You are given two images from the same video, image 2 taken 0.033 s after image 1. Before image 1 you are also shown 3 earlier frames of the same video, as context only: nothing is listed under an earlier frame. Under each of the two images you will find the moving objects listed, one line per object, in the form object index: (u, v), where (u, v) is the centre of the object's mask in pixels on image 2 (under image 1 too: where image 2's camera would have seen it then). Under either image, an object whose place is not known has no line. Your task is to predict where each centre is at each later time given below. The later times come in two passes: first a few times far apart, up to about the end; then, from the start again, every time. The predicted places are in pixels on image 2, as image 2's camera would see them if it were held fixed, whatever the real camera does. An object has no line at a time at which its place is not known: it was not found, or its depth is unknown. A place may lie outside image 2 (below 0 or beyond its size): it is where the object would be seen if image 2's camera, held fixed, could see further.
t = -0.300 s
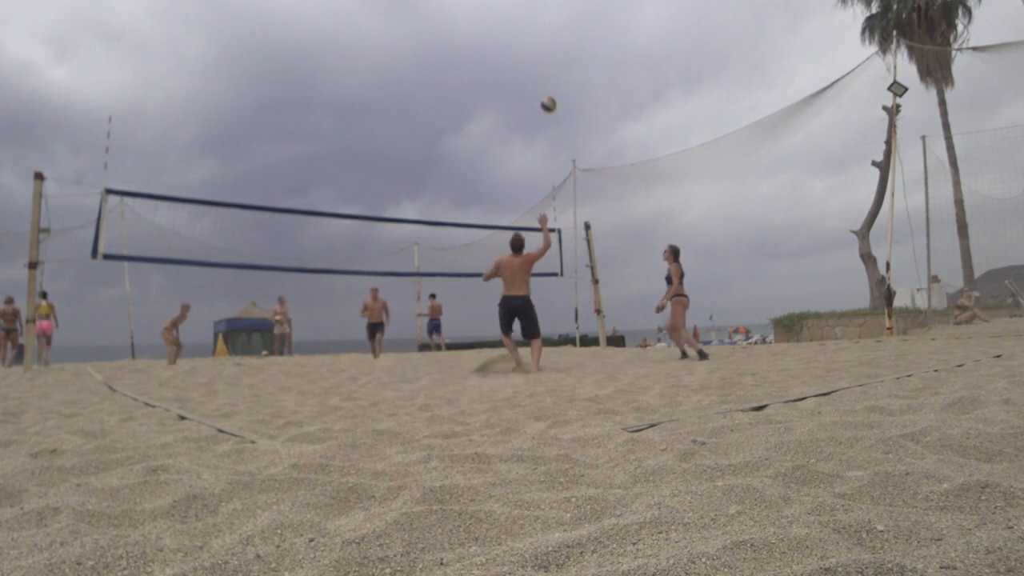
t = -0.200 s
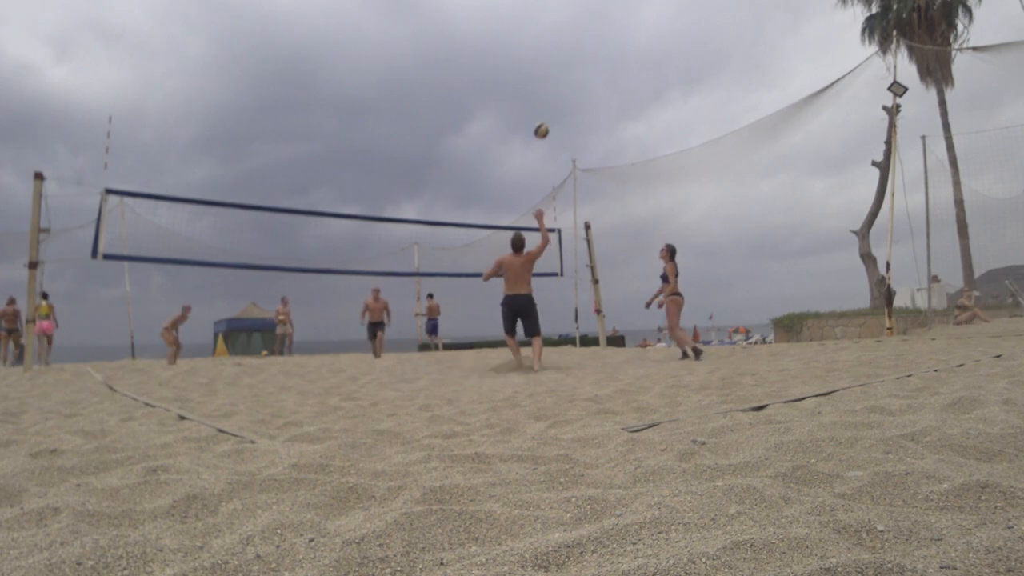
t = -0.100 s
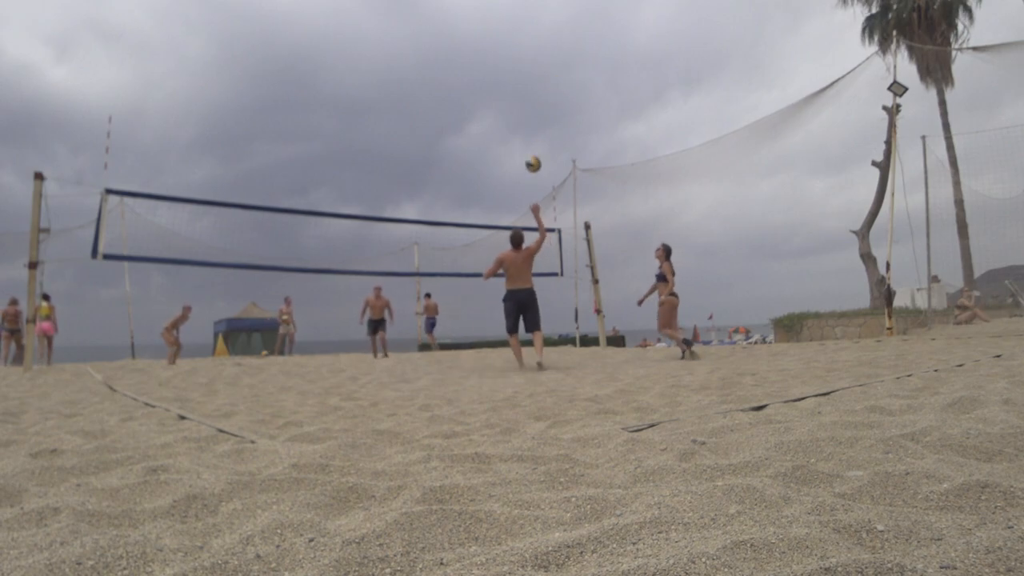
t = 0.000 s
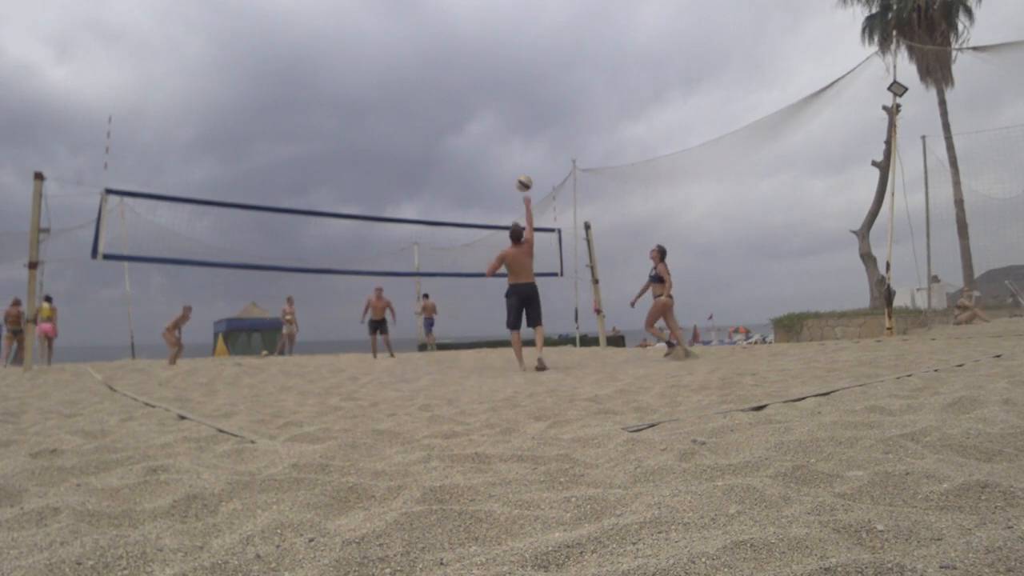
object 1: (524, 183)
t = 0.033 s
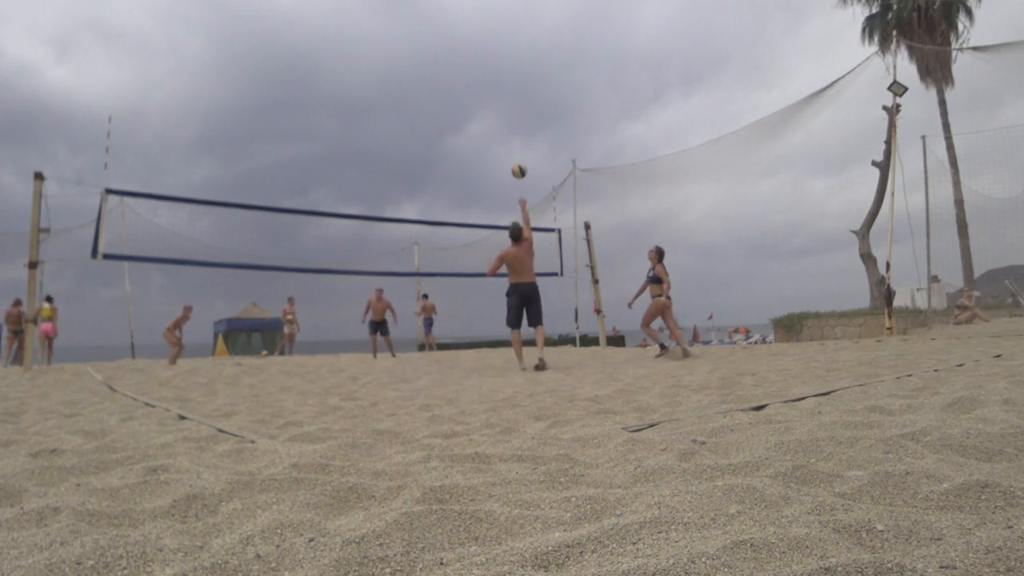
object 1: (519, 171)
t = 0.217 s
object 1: (497, 125)
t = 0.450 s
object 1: (476, 107)
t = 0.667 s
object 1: (461, 118)
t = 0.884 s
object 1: (450, 146)
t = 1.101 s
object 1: (440, 190)
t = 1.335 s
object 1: (431, 250)
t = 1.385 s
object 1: (429, 265)
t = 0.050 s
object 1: (516, 165)
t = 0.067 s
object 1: (514, 160)
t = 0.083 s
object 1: (513, 154)
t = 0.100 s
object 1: (510, 151)
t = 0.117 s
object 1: (508, 146)
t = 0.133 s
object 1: (506, 142)
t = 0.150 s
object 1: (504, 138)
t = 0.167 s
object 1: (502, 134)
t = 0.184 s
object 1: (500, 131)
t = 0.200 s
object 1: (498, 128)
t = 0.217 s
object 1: (497, 125)
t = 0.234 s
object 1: (495, 122)
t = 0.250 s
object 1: (494, 119)
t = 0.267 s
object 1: (492, 117)
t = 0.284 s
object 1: (491, 116)
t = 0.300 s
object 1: (488, 113)
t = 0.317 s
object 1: (487, 112)
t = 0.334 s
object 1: (485, 111)
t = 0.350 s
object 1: (484, 110)
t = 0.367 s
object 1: (482, 108)
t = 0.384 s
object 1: (481, 108)
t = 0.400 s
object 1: (480, 108)
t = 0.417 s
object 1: (479, 107)
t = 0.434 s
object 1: (477, 107)
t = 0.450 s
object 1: (476, 107)
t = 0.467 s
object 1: (474, 107)
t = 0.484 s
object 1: (473, 107)
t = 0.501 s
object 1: (472, 107)
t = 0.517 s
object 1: (471, 108)
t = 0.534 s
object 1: (470, 108)
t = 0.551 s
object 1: (469, 109)
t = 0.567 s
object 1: (468, 110)
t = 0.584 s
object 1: (467, 111)
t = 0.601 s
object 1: (465, 112)
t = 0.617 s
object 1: (464, 113)
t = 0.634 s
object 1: (463, 115)
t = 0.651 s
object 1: (462, 116)
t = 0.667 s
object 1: (461, 118)
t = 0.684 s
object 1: (460, 119)
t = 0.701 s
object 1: (459, 121)
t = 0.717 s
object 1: (458, 123)
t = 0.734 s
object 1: (457, 125)
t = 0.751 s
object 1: (457, 127)
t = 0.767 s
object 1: (456, 129)
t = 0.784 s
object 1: (455, 131)
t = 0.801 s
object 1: (454, 133)
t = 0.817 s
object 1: (453, 136)
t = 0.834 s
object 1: (452, 138)
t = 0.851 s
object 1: (451, 141)
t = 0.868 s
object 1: (451, 143)
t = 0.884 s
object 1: (450, 146)
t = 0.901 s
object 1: (449, 149)
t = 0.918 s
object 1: (448, 152)
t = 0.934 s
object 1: (447, 155)
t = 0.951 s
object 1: (446, 158)
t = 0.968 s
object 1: (446, 161)
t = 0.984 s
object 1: (445, 165)
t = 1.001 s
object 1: (444, 169)
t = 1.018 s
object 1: (444, 172)
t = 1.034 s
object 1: (443, 176)
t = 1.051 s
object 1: (441, 179)
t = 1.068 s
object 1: (441, 183)
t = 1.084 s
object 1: (441, 187)
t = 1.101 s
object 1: (440, 190)
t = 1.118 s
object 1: (439, 195)
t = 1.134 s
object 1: (439, 198)
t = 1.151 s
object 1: (438, 202)
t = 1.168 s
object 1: (437, 206)
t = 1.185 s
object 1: (437, 210)
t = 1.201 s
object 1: (436, 214)
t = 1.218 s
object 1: (435, 218)
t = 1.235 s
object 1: (435, 226)
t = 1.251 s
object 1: (433, 229)
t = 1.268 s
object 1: (433, 233)
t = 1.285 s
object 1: (432, 237)
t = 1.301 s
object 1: (432, 241)
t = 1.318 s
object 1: (431, 246)
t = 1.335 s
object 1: (431, 250)
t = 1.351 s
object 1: (431, 255)
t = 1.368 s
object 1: (430, 260)
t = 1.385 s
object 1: (429, 265)
